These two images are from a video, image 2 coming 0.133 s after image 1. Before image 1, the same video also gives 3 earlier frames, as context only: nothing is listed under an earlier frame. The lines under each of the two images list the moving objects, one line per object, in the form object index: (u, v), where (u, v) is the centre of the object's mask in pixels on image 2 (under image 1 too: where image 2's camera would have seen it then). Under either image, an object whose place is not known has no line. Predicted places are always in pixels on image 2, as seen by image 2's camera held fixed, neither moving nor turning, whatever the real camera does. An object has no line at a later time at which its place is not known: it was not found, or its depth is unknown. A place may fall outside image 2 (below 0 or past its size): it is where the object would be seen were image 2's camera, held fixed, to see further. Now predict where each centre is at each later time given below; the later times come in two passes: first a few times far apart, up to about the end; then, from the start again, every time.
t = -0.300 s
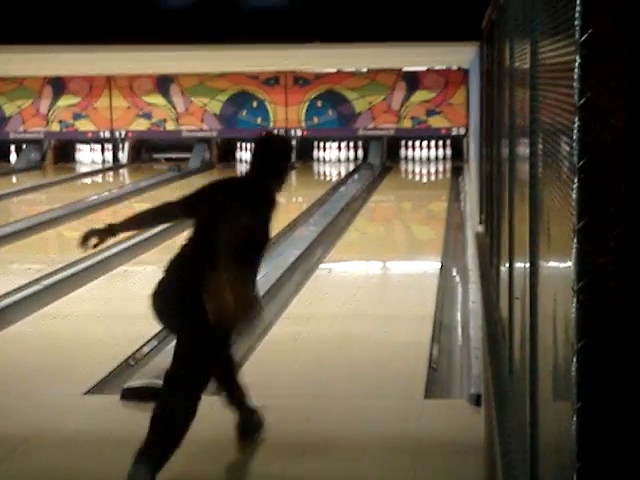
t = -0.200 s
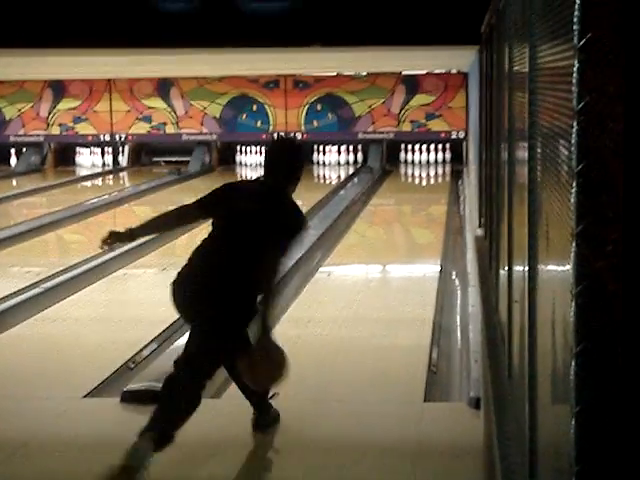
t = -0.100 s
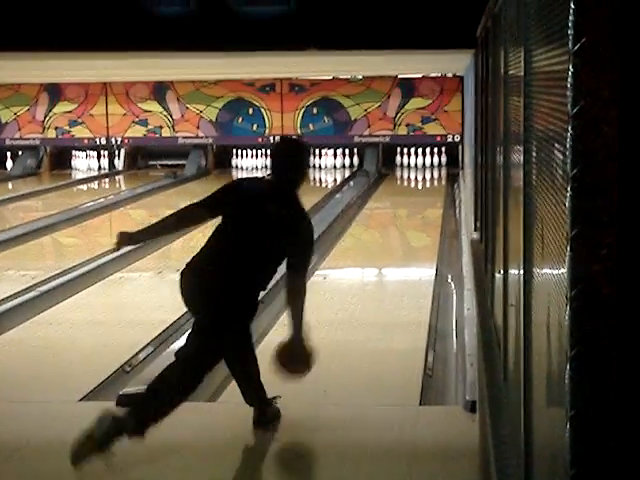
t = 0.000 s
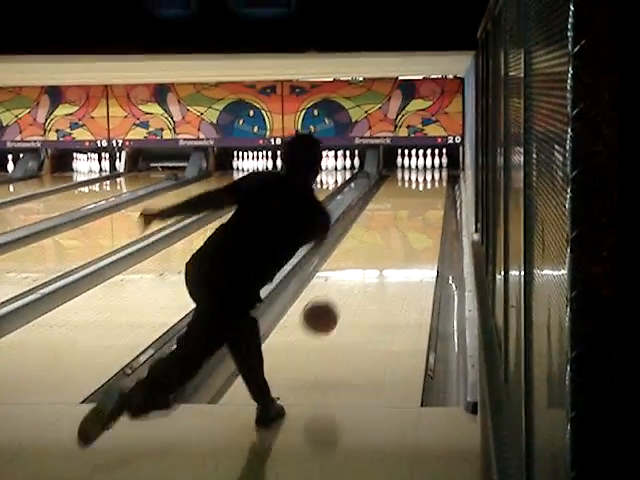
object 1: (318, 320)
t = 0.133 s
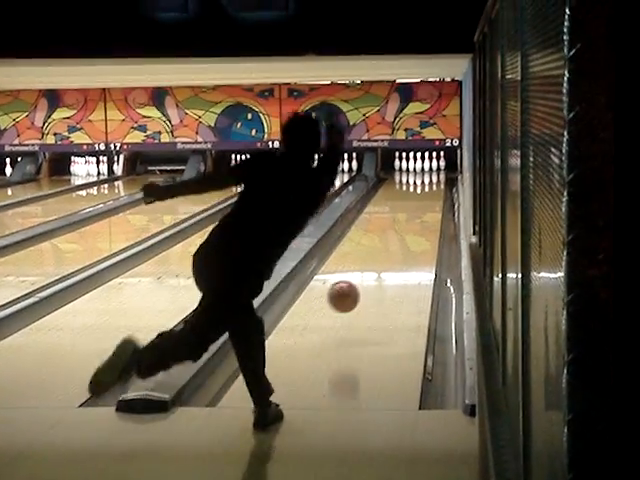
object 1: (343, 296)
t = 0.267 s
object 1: (363, 297)
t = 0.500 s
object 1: (386, 263)
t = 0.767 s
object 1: (405, 236)
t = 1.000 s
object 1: (415, 218)
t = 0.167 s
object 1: (348, 295)
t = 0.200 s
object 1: (353, 296)
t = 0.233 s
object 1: (358, 298)
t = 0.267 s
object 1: (363, 297)
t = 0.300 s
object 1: (367, 290)
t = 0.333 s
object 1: (370, 286)
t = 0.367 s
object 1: (374, 281)
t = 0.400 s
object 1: (377, 276)
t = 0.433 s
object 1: (381, 271)
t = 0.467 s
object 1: (384, 267)
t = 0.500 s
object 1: (386, 263)
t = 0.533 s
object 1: (389, 259)
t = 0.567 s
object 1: (392, 256)
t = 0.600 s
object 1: (395, 252)
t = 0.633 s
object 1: (397, 249)
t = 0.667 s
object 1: (399, 245)
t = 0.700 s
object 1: (401, 242)
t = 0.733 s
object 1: (403, 239)
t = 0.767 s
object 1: (405, 236)
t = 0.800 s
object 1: (406, 233)
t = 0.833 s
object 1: (408, 231)
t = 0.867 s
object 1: (410, 227)
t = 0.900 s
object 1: (411, 225)
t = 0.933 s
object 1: (413, 222)
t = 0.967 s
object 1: (414, 220)
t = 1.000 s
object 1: (415, 218)
